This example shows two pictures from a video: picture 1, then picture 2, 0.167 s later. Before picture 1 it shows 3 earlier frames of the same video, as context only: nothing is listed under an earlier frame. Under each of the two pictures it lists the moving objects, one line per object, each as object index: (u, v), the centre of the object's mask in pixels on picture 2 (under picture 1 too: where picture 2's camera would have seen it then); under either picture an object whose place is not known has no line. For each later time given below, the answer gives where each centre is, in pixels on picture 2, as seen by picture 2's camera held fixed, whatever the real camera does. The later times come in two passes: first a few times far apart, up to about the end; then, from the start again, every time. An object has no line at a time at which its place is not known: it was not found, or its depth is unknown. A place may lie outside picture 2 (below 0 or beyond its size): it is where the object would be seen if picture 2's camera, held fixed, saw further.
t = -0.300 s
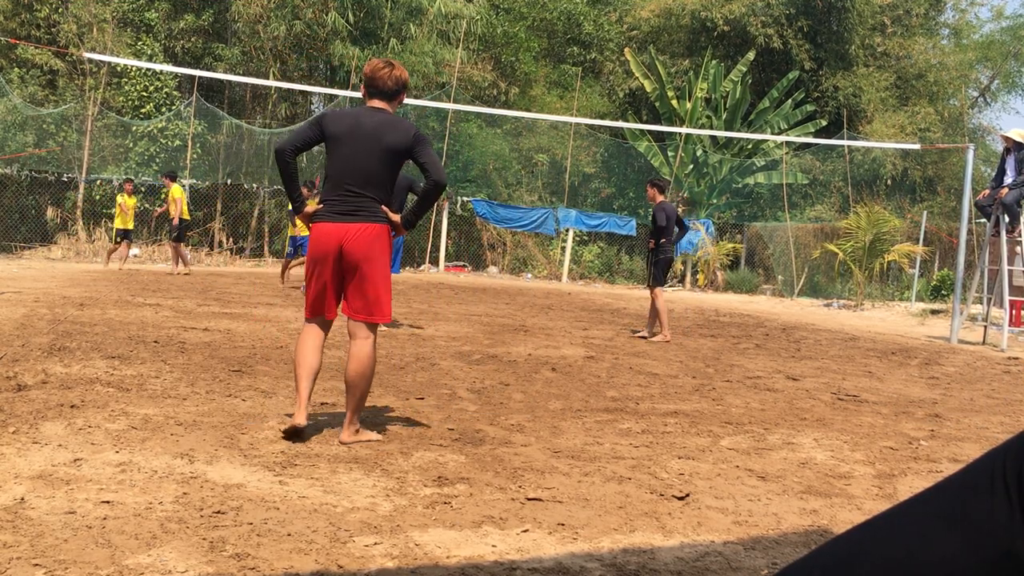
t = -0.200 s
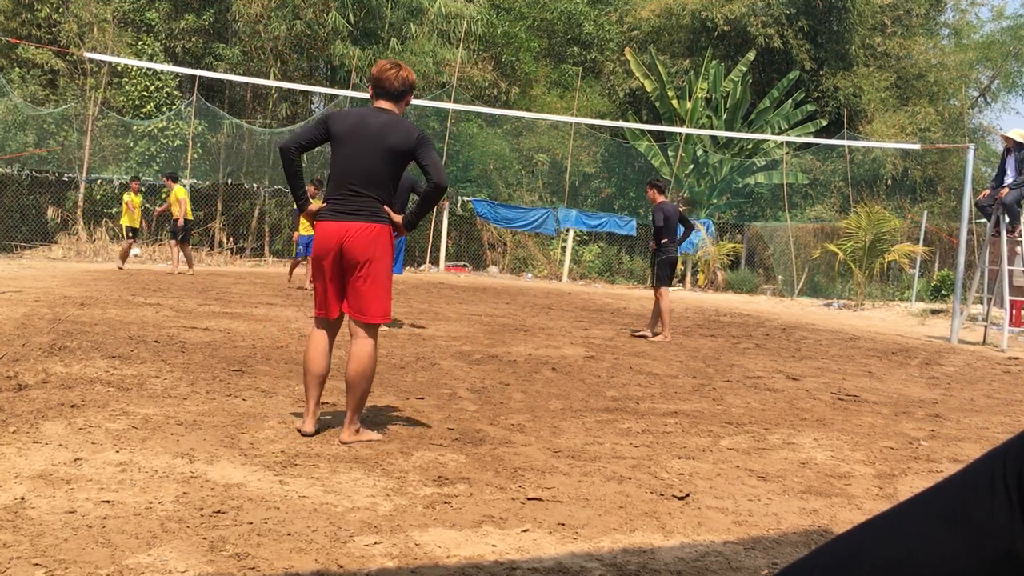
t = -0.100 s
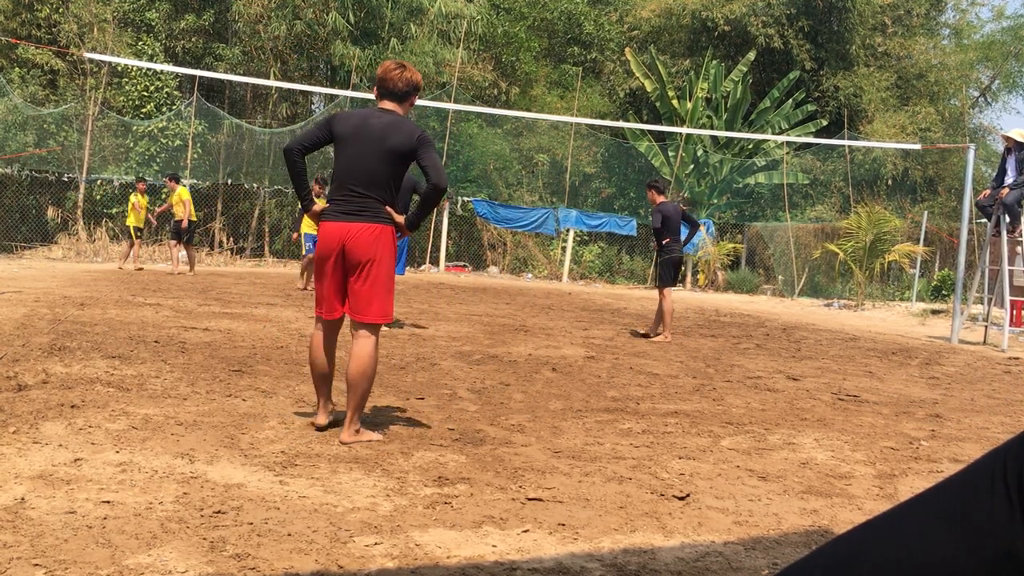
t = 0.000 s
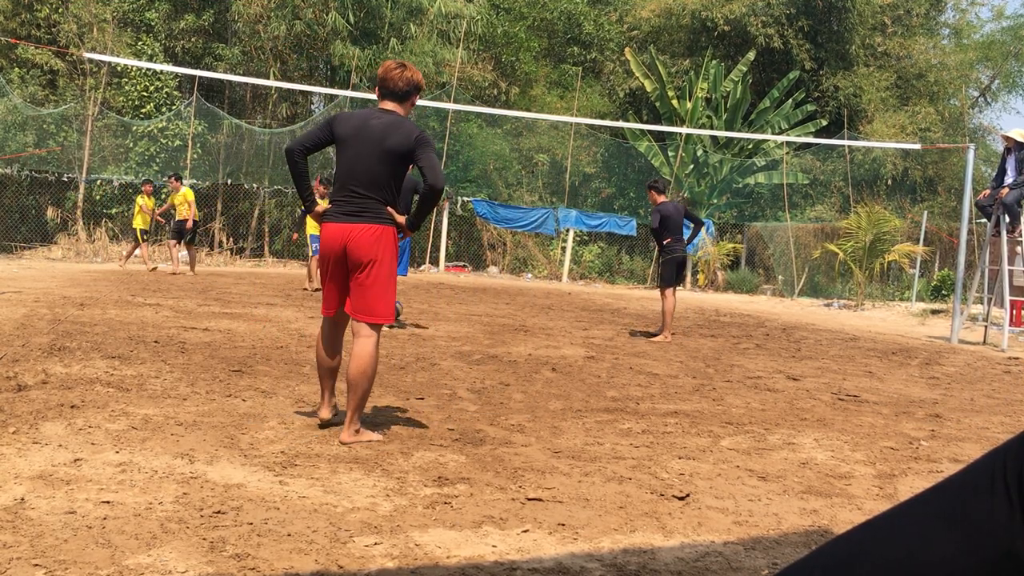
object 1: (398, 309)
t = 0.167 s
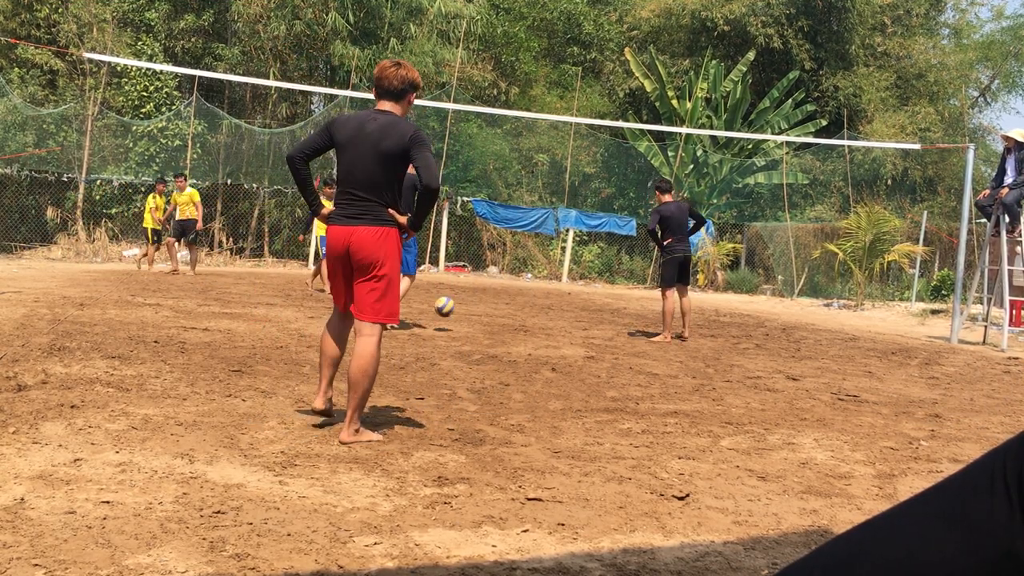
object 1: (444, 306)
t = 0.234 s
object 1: (466, 307)
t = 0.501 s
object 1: (559, 330)
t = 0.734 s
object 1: (653, 350)
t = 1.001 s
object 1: (784, 378)
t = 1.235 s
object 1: (921, 403)
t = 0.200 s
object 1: (455, 306)
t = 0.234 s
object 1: (466, 307)
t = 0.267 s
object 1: (477, 309)
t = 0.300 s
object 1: (488, 312)
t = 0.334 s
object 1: (499, 317)
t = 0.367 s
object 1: (511, 322)
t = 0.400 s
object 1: (522, 328)
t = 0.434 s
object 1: (534, 336)
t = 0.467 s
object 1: (547, 333)
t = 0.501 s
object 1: (559, 330)
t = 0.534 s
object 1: (572, 328)
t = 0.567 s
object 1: (585, 329)
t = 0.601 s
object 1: (598, 330)
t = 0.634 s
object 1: (611, 332)
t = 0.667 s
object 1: (625, 336)
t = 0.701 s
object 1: (639, 343)
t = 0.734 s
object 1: (653, 350)
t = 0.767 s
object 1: (667, 358)
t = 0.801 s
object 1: (683, 359)
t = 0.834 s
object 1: (699, 358)
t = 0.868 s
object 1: (715, 359)
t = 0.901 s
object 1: (732, 361)
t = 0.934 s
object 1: (749, 365)
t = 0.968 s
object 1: (766, 371)
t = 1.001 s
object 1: (784, 378)
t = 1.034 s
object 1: (802, 378)
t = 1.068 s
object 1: (821, 379)
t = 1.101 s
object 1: (839, 383)
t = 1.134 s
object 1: (859, 388)
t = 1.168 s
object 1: (878, 394)
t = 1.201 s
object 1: (899, 399)
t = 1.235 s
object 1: (921, 403)
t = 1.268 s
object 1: (942, 405)
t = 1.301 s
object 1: (964, 408)
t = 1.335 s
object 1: (987, 412)
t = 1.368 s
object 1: (1008, 417)
